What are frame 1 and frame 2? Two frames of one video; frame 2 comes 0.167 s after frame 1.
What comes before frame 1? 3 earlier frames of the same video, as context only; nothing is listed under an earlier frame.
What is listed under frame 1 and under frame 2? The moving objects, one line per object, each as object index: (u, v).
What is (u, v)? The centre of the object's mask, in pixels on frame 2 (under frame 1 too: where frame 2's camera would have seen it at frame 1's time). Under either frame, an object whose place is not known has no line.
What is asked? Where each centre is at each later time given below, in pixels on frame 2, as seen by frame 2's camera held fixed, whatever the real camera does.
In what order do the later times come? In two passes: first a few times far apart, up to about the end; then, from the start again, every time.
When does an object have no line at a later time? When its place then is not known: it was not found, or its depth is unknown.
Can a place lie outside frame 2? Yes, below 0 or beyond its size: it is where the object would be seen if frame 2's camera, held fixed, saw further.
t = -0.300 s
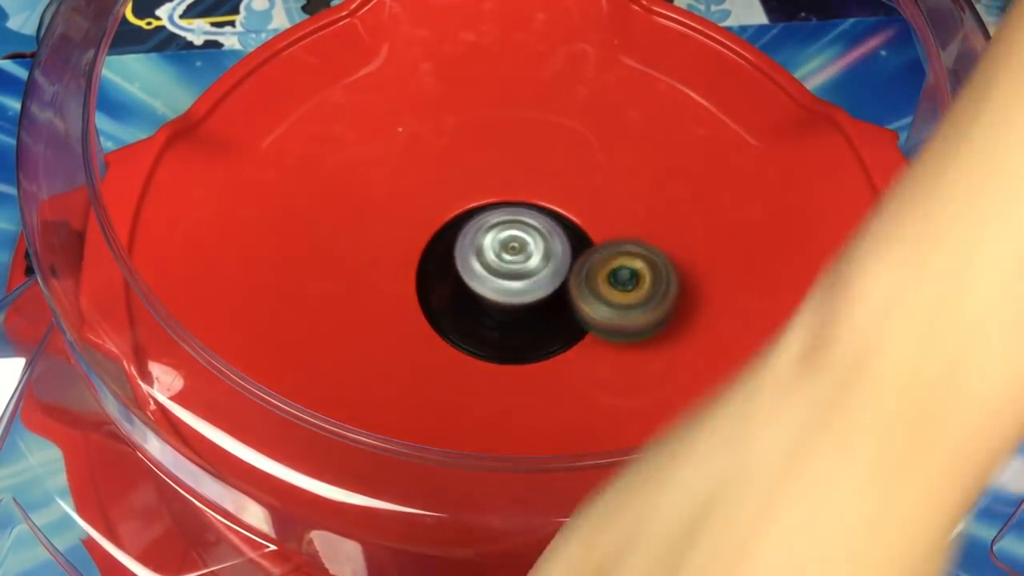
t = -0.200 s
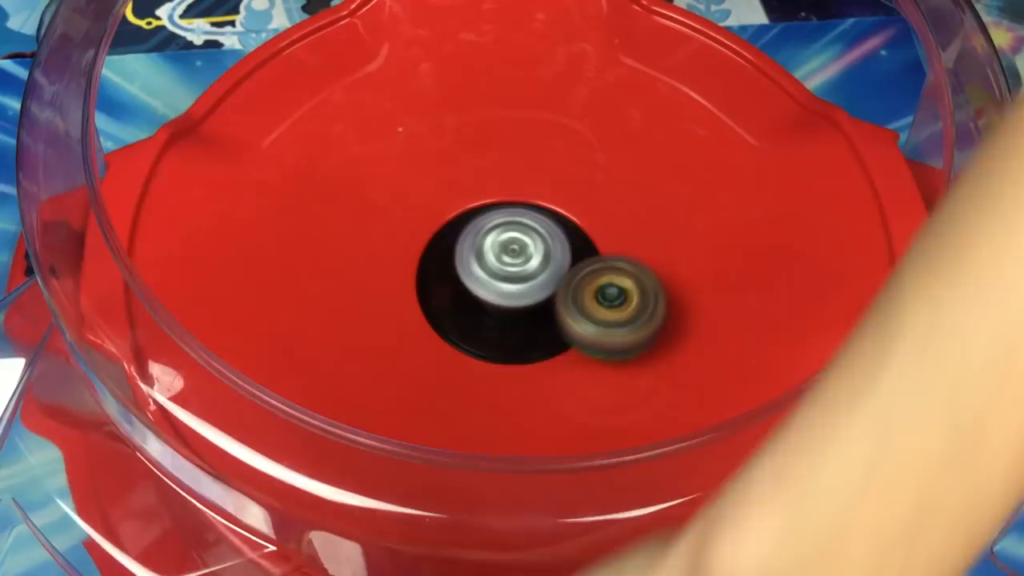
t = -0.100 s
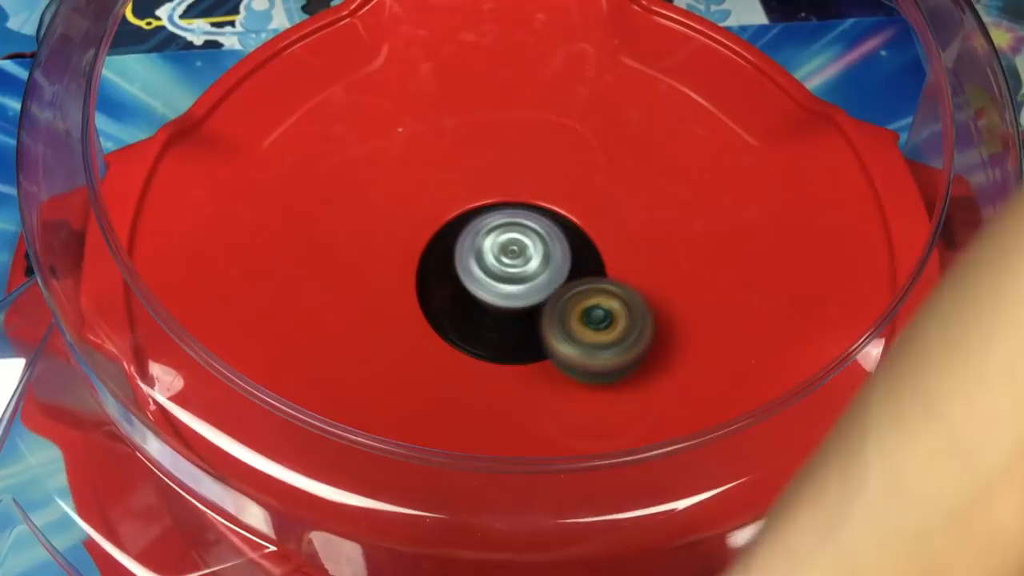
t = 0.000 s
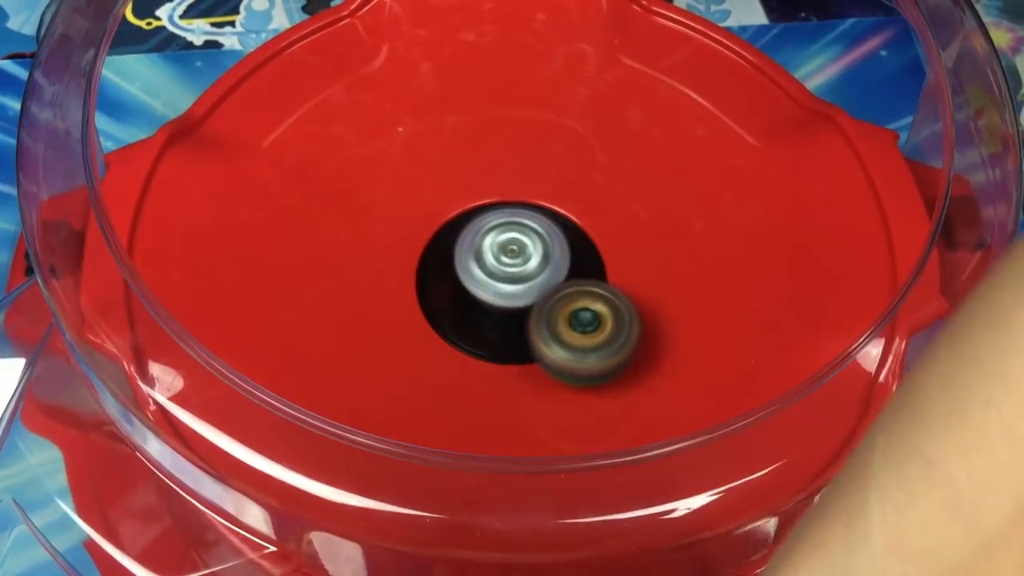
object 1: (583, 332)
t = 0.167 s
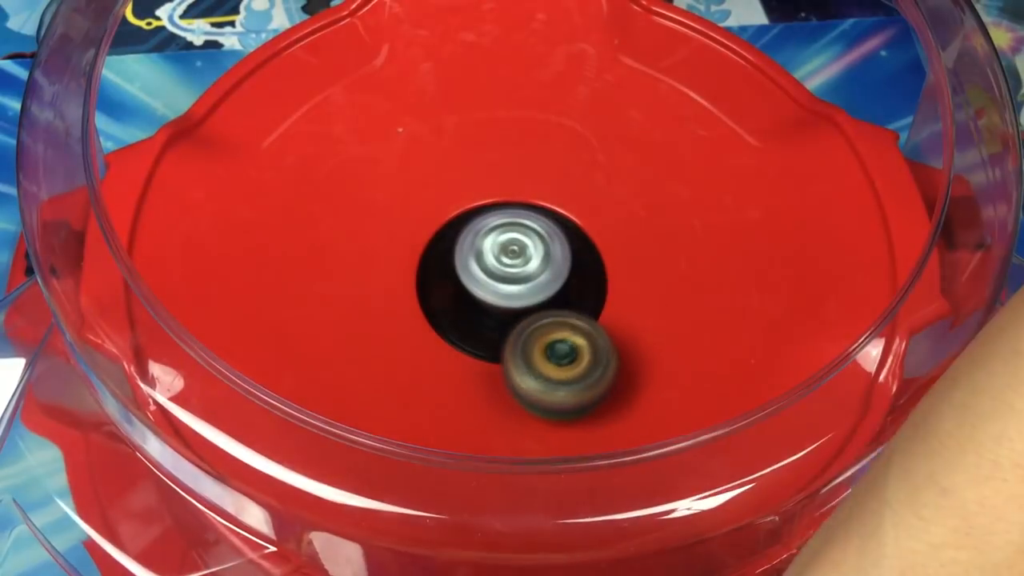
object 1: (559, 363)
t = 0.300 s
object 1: (540, 369)
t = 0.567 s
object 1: (502, 351)
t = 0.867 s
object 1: (456, 339)
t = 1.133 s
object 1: (431, 333)
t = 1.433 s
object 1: (438, 329)
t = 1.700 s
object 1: (454, 343)
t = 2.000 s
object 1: (510, 354)
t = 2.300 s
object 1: (585, 357)
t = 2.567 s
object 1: (619, 304)
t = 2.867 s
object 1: (639, 241)
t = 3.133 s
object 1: (606, 179)
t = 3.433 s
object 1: (526, 152)
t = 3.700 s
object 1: (452, 167)
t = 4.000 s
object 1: (401, 232)
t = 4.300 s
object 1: (426, 319)
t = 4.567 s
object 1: (525, 356)
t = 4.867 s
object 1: (621, 293)
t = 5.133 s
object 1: (604, 203)
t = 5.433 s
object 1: (480, 165)
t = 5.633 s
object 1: (410, 219)
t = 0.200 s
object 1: (554, 367)
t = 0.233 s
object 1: (550, 369)
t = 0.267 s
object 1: (545, 370)
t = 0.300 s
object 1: (540, 369)
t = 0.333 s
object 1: (536, 367)
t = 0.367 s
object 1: (532, 366)
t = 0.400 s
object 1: (527, 362)
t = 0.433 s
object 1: (523, 359)
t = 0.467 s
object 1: (519, 354)
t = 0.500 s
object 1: (515, 350)
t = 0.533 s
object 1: (509, 350)
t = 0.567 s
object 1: (502, 351)
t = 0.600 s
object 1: (495, 350)
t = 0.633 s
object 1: (488, 350)
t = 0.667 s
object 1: (482, 349)
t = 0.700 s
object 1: (477, 348)
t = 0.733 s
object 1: (471, 348)
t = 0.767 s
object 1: (466, 346)
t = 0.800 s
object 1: (463, 343)
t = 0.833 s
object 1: (461, 340)
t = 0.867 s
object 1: (456, 339)
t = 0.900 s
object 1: (452, 338)
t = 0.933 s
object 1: (449, 335)
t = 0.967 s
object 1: (447, 334)
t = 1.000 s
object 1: (446, 331)
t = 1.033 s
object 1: (442, 333)
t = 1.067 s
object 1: (437, 335)
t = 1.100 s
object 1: (433, 334)
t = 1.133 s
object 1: (431, 333)
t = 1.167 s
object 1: (431, 330)
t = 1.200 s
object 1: (433, 327)
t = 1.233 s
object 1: (436, 325)
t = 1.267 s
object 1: (435, 326)
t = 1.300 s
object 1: (433, 329)
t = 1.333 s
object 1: (432, 331)
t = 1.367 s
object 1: (433, 331)
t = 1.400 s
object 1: (435, 330)
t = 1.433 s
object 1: (438, 329)
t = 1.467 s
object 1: (441, 330)
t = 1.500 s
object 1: (445, 330)
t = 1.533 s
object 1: (443, 336)
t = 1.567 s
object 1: (441, 340)
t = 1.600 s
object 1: (442, 342)
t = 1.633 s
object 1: (445, 343)
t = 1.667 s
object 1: (449, 344)
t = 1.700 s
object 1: (454, 343)
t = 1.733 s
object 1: (460, 341)
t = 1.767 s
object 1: (465, 346)
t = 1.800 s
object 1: (470, 351)
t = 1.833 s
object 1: (475, 353)
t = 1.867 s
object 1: (481, 354)
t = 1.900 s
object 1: (487, 354)
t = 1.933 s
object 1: (493, 353)
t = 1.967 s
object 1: (501, 352)
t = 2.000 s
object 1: (510, 354)
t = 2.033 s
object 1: (518, 358)
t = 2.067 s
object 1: (525, 358)
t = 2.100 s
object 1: (532, 357)
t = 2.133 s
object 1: (540, 354)
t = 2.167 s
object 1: (547, 350)
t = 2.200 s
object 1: (556, 349)
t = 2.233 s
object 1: (570, 356)
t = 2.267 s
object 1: (579, 358)
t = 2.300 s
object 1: (585, 357)
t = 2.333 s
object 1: (592, 353)
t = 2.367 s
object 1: (596, 348)
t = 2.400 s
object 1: (600, 342)
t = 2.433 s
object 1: (603, 335)
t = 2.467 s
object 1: (605, 328)
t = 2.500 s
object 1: (607, 320)
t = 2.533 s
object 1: (608, 310)
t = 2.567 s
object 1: (619, 304)
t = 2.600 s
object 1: (629, 300)
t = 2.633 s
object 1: (635, 295)
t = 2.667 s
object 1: (637, 289)
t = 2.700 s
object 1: (638, 281)
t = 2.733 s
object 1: (637, 273)
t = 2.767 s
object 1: (634, 265)
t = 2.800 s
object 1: (632, 256)
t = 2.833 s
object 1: (638, 248)
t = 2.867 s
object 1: (639, 241)
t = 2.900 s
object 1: (637, 234)
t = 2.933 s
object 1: (633, 227)
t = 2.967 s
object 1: (628, 219)
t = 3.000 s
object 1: (622, 213)
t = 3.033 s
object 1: (615, 207)
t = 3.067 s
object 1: (609, 200)
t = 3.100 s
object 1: (609, 187)
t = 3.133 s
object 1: (606, 179)
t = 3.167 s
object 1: (601, 174)
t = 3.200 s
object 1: (593, 170)
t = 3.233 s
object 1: (583, 167)
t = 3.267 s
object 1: (574, 164)
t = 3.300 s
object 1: (563, 163)
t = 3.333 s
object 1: (552, 163)
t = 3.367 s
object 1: (542, 159)
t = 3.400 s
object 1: (534, 153)
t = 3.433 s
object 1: (526, 152)
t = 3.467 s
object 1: (517, 152)
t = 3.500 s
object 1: (507, 155)
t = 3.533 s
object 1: (497, 157)
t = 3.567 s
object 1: (488, 157)
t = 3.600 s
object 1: (478, 157)
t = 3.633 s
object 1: (471, 161)
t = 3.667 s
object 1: (463, 165)
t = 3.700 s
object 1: (452, 167)
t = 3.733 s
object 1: (444, 171)
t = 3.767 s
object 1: (437, 177)
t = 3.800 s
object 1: (432, 184)
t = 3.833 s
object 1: (426, 193)
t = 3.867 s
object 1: (419, 200)
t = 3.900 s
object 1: (413, 207)
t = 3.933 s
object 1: (405, 215)
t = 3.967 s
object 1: (401, 223)
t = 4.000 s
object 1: (401, 232)
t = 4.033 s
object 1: (399, 242)
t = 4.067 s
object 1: (400, 252)
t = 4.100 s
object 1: (401, 262)
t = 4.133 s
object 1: (401, 273)
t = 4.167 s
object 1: (401, 282)
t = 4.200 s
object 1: (405, 292)
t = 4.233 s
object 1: (411, 301)
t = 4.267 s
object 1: (418, 310)
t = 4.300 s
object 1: (426, 319)
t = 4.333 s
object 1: (435, 328)
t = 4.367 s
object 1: (443, 336)
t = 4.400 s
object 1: (455, 341)
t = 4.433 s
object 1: (468, 344)
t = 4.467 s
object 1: (482, 346)
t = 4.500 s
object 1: (496, 348)
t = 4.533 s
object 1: (511, 353)
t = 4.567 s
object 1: (525, 356)
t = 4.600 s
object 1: (538, 354)
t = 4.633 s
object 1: (550, 350)
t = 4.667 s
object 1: (563, 344)
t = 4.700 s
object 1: (576, 339)
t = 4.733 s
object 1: (589, 332)
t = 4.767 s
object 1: (598, 323)
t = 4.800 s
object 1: (607, 313)
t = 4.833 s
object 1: (617, 303)
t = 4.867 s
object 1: (621, 293)
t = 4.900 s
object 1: (626, 282)
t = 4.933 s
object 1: (627, 269)
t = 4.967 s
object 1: (626, 257)
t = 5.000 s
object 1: (625, 245)
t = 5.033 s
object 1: (622, 234)
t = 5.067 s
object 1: (619, 222)
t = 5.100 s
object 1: (613, 213)
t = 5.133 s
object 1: (604, 203)
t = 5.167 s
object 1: (594, 190)
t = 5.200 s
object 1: (583, 179)
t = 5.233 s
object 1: (571, 171)
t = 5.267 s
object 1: (557, 166)
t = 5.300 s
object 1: (542, 163)
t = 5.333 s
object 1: (526, 161)
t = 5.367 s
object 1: (510, 161)
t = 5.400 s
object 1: (494, 163)
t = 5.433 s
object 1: (480, 165)
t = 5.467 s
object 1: (466, 171)
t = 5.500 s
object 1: (452, 178)
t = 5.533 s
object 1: (438, 184)
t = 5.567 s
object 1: (427, 195)
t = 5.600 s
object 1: (417, 207)
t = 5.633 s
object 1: (410, 219)
